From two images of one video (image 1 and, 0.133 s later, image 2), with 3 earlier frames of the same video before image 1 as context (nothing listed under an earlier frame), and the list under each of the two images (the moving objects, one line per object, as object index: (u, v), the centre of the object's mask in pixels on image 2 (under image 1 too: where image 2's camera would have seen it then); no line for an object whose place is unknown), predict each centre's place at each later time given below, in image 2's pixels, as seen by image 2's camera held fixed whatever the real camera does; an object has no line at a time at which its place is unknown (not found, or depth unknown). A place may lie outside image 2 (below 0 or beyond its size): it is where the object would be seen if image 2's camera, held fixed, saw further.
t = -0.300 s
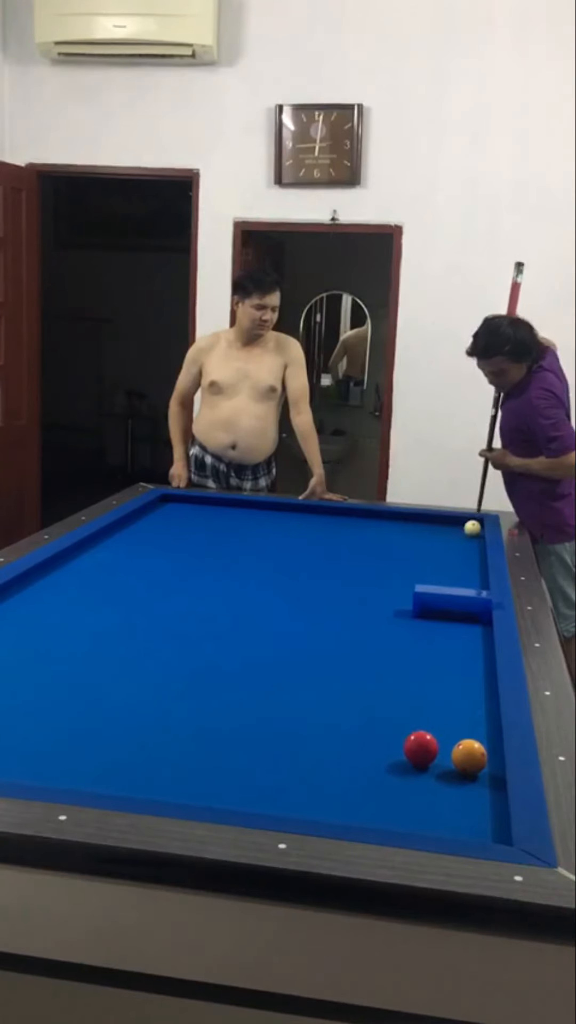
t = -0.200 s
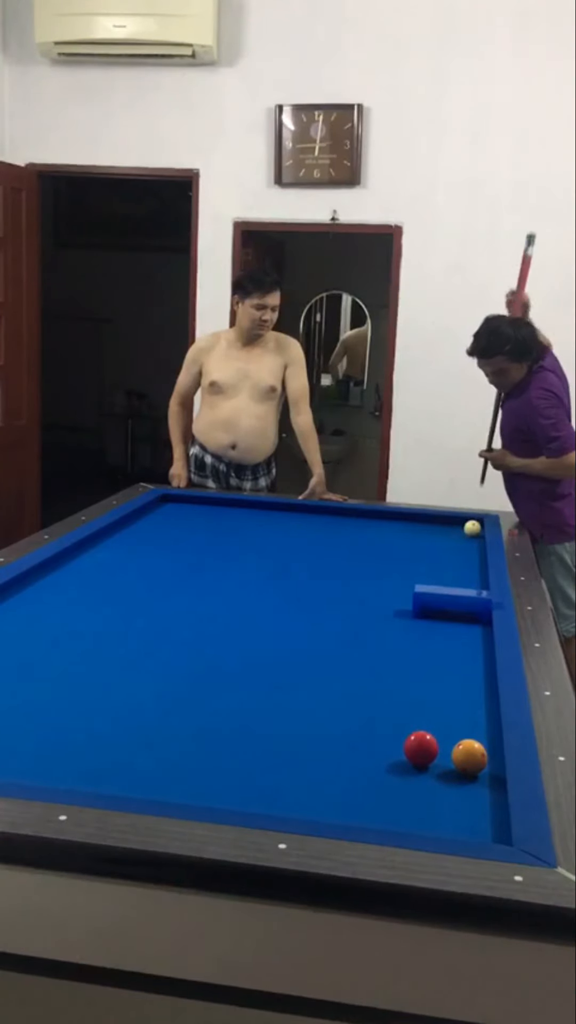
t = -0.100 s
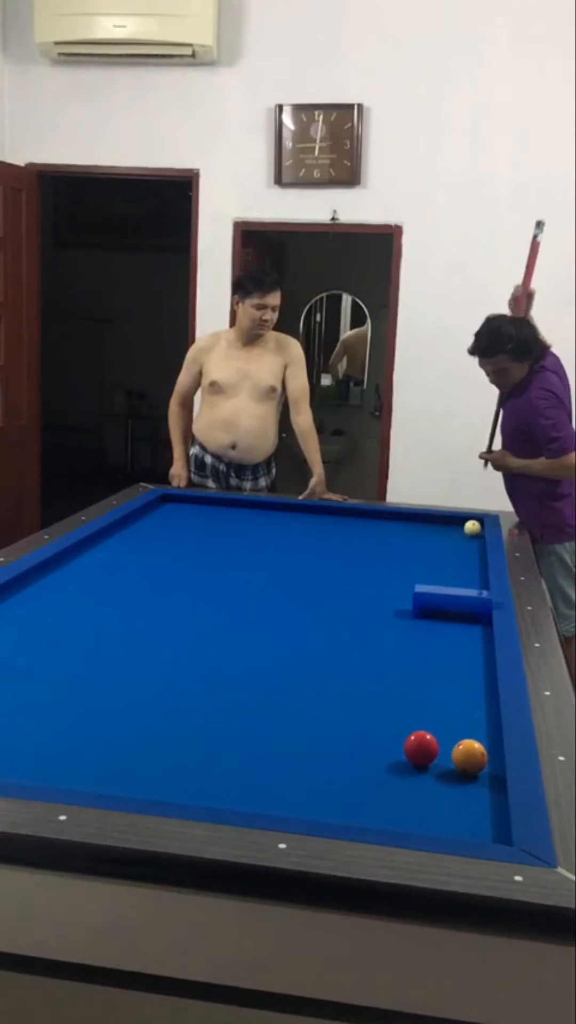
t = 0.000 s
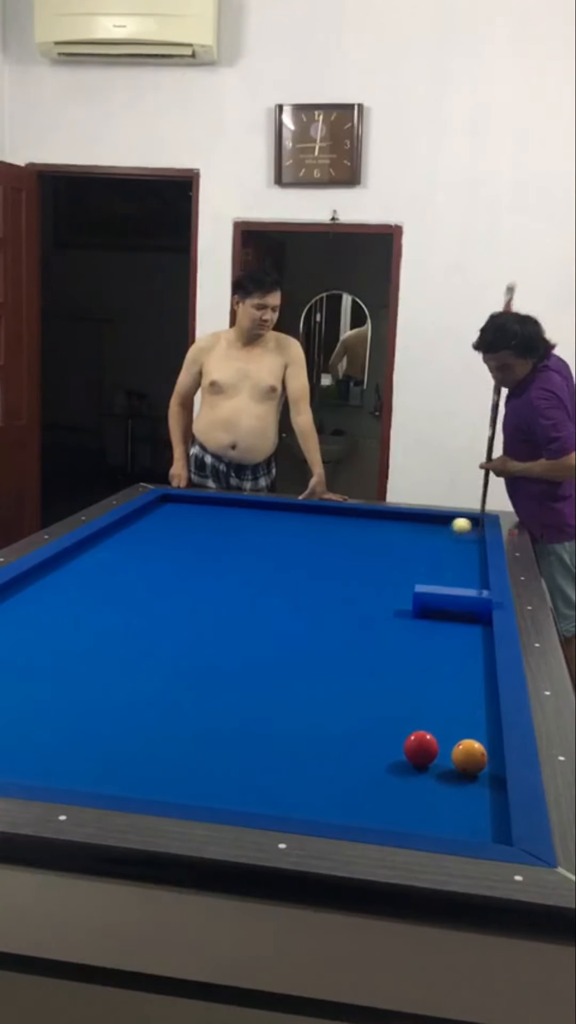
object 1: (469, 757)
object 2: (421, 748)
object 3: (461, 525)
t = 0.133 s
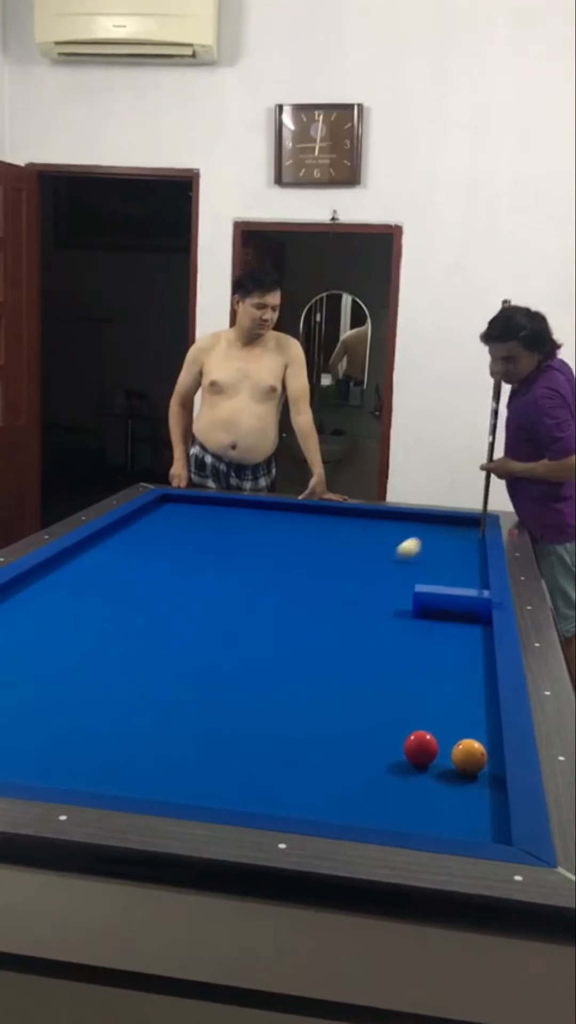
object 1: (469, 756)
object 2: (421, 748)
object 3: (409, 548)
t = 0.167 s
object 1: (469, 756)
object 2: (421, 748)
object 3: (394, 555)
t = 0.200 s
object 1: (469, 757)
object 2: (421, 748)
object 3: (380, 558)
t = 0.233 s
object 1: (469, 757)
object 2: (421, 748)
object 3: (365, 565)
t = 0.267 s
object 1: (469, 757)
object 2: (421, 748)
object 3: (348, 576)
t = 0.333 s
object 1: (469, 757)
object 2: (421, 748)
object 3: (313, 590)
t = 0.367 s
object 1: (469, 757)
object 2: (421, 748)
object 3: (295, 600)
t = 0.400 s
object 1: (469, 756)
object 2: (421, 748)
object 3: (275, 609)
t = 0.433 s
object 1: (469, 757)
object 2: (421, 748)
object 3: (255, 620)
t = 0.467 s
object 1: (469, 757)
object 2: (421, 748)
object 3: (234, 630)
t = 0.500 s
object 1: (469, 757)
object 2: (421, 748)
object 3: (212, 641)
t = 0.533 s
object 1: (469, 757)
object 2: (421, 748)
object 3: (189, 653)
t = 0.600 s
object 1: (469, 757)
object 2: (421, 748)
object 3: (142, 679)
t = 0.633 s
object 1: (469, 757)
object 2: (421, 748)
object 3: (116, 695)
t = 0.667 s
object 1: (469, 757)
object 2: (421, 748)
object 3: (88, 711)
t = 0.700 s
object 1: (469, 757)
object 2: (421, 748)
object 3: (59, 729)
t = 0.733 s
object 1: (469, 756)
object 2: (421, 748)
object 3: (29, 748)
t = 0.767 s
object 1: (469, 756)
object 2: (421, 748)
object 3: (10, 764)
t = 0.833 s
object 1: (469, 756)
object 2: (421, 748)
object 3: (21, 747)
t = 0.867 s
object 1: (469, 756)
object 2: (421, 748)
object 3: (38, 732)
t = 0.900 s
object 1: (469, 756)
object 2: (421, 748)
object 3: (56, 716)
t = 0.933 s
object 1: (469, 756)
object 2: (421, 748)
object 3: (74, 703)
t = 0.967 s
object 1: (469, 756)
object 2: (421, 748)
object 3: (91, 690)
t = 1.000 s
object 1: (469, 756)
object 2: (421, 748)
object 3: (108, 679)
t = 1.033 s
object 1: (469, 756)
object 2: (421, 748)
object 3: (123, 668)
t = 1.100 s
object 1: (469, 756)
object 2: (421, 748)
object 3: (154, 649)
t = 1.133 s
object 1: (469, 756)
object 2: (421, 748)
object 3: (169, 641)
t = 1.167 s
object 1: (469, 756)
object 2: (421, 748)
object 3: (184, 633)
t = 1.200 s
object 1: (469, 756)
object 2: (421, 748)
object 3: (199, 626)
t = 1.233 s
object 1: (469, 756)
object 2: (421, 748)
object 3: (213, 620)
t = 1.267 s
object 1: (469, 757)
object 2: (421, 748)
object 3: (227, 613)
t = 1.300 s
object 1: (469, 757)
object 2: (421, 748)
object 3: (242, 607)
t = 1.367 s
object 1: (469, 757)
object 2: (421, 748)
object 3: (269, 597)
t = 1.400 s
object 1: (469, 757)
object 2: (421, 748)
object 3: (284, 592)
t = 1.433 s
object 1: (469, 757)
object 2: (421, 748)
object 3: (297, 587)
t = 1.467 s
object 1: (469, 757)
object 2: (421, 748)
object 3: (312, 583)
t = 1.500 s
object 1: (469, 757)
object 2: (421, 748)
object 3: (325, 579)
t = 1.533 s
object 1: (469, 757)
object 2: (421, 748)
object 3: (339, 575)
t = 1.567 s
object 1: (469, 757)
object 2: (421, 748)
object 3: (353, 572)
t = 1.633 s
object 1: (469, 756)
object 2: (421, 748)
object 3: (381, 565)
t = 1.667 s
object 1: (469, 756)
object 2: (421, 748)
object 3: (395, 562)
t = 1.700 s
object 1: (469, 756)
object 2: (421, 748)
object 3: (409, 560)
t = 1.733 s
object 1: (469, 756)
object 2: (421, 748)
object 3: (424, 557)
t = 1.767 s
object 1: (469, 756)
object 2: (421, 748)
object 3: (439, 554)
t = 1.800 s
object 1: (469, 757)
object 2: (421, 748)
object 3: (453, 552)
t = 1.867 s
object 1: (469, 756)
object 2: (421, 748)
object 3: (475, 547)
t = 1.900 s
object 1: (469, 757)
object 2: (421, 748)
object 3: (463, 543)
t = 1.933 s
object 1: (469, 757)
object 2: (421, 748)
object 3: (451, 540)
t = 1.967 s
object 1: (469, 757)
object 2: (421, 748)
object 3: (440, 536)
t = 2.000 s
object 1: (469, 757)
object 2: (421, 748)
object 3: (430, 533)
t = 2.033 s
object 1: (469, 757)
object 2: (421, 748)
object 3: (421, 530)
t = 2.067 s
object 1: (469, 757)
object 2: (421, 748)
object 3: (412, 527)
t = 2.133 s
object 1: (469, 756)
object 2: (421, 748)
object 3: (397, 521)
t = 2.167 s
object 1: (469, 756)
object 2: (421, 748)
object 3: (390, 518)
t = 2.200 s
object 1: (469, 757)
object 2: (421, 748)
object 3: (384, 515)
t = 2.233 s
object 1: (469, 757)
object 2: (421, 748)
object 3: (378, 513)
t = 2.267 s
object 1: (469, 757)
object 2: (421, 748)
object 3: (369, 513)
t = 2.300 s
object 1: (469, 757)
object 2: (421, 748)
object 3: (359, 514)
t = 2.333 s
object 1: (469, 757)
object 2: (421, 748)
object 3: (349, 515)
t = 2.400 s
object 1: (469, 757)
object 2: (421, 748)
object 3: (330, 517)
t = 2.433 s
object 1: (469, 757)
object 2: (421, 748)
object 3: (321, 518)
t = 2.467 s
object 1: (469, 757)
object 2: (421, 748)
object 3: (311, 518)
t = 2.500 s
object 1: (469, 757)
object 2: (421, 748)
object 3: (301, 519)
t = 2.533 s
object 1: (469, 757)
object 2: (421, 748)
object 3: (292, 520)
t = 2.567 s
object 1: (469, 757)
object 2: (421, 748)
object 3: (282, 520)
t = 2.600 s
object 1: (469, 757)
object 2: (421, 748)
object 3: (272, 521)
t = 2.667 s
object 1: (469, 757)
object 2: (421, 748)
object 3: (253, 522)
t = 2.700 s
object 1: (469, 757)
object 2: (421, 748)
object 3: (243, 522)
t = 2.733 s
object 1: (469, 757)
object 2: (421, 748)
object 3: (232, 523)
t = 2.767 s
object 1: (469, 757)
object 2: (421, 748)
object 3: (222, 524)
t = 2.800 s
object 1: (469, 757)
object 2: (421, 748)
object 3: (212, 524)
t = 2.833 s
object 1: (469, 757)
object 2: (421, 748)
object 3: (202, 525)
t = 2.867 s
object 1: (469, 757)
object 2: (421, 748)
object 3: (191, 525)
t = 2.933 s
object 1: (469, 757)
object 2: (421, 748)
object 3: (170, 527)
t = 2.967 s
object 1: (469, 757)
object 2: (421, 748)
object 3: (159, 527)
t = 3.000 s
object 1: (469, 757)
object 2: (421, 748)
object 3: (148, 528)
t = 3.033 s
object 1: (469, 757)
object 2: (421, 748)
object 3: (138, 528)
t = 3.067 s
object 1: (469, 757)
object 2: (421, 748)
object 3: (127, 529)
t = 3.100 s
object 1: (469, 757)
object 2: (421, 748)
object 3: (116, 530)
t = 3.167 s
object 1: (469, 757)
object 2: (421, 748)
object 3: (115, 533)
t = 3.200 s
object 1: (469, 757)
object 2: (421, 748)
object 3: (119, 535)
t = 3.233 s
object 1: (469, 757)
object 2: (421, 748)
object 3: (123, 537)
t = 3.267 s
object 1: (469, 757)
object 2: (421, 748)
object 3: (126, 540)
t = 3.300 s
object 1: (469, 757)
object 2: (421, 748)
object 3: (129, 542)
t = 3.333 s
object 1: (469, 757)
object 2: (421, 748)
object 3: (132, 543)
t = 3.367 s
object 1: (469, 757)
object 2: (421, 748)
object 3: (134, 545)
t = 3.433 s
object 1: (469, 756)
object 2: (421, 748)
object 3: (139, 550)
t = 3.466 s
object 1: (469, 756)
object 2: (421, 748)
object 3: (142, 552)
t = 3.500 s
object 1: (469, 756)
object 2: (421, 748)
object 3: (144, 554)
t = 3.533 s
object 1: (469, 756)
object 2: (421, 748)
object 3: (147, 556)
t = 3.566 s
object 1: (469, 756)
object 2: (421, 748)
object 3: (150, 558)
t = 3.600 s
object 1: (469, 756)
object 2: (421, 748)
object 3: (153, 561)
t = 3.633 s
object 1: (469, 756)
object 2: (421, 748)
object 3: (156, 563)
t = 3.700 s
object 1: (469, 756)
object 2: (421, 748)
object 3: (161, 568)
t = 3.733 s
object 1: (469, 756)
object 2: (421, 748)
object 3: (164, 570)
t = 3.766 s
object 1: (469, 756)
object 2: (421, 748)
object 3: (167, 572)
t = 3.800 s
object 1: (469, 756)
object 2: (421, 748)
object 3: (170, 575)
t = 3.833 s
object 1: (469, 756)
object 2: (421, 748)
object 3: (174, 577)
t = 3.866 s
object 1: (469, 756)
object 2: (421, 748)
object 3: (177, 580)
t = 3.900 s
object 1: (469, 756)
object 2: (421, 748)
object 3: (180, 582)
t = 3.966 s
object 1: (469, 756)
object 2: (421, 748)
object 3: (186, 587)
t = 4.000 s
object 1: (469, 756)
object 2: (421, 748)
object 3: (190, 591)
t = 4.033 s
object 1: (469, 756)
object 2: (421, 748)
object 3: (193, 593)
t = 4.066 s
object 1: (469, 756)
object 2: (421, 748)
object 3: (197, 596)
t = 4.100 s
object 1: (469, 756)
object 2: (421, 748)
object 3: (200, 599)
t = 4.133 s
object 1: (469, 756)
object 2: (421, 748)
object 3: (204, 602)
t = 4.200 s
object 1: (469, 756)
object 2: (421, 748)
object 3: (211, 608)
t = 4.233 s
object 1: (469, 756)
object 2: (421, 748)
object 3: (215, 611)
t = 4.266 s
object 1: (469, 756)
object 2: (421, 748)
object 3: (219, 614)
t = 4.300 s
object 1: (469, 756)
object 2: (421, 748)
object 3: (223, 617)
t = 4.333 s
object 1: (469, 756)
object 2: (421, 748)
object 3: (227, 620)
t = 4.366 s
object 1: (469, 756)
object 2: (421, 748)
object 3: (230, 623)
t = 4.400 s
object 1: (469, 756)
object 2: (421, 748)
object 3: (235, 626)
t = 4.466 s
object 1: (469, 756)
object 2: (421, 748)
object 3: (243, 633)
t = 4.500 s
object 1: (469, 756)
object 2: (421, 748)
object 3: (248, 637)
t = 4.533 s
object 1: (469, 756)
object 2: (421, 748)
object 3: (252, 641)
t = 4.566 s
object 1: (469, 756)
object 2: (421, 748)
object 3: (257, 644)
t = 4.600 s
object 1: (469, 756)
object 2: (421, 748)
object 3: (261, 648)
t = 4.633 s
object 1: (469, 756)
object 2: (421, 748)
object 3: (266, 651)
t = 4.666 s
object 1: (469, 756)
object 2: (421, 748)
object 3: (271, 655)
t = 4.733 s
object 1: (469, 756)
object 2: (421, 748)
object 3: (281, 663)
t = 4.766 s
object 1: (469, 756)
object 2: (421, 748)
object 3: (286, 667)
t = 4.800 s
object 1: (469, 756)
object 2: (421, 748)
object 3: (291, 671)
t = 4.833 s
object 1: (469, 756)
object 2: (421, 748)
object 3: (297, 676)
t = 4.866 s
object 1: (469, 756)
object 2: (421, 748)
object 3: (302, 680)
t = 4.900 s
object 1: (469, 756)
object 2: (421, 748)
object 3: (307, 684)
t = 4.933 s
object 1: (469, 756)
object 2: (421, 748)
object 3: (313, 689)
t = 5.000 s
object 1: (469, 756)
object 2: (421, 748)
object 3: (325, 698)
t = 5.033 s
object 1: (469, 756)
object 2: (421, 748)
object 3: (331, 703)
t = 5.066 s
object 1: (469, 756)
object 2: (421, 748)
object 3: (337, 707)
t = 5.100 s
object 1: (469, 757)
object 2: (421, 748)
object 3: (343, 713)
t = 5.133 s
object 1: (469, 757)
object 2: (421, 748)
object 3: (349, 718)
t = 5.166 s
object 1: (469, 757)
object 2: (421, 748)
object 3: (357, 723)
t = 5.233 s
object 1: (469, 757)
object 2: (421, 748)
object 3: (370, 734)
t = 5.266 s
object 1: (469, 757)
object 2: (421, 748)
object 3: (377, 739)
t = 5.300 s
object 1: (469, 757)
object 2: (421, 748)
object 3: (384, 745)
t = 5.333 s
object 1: (469, 757)
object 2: (426, 749)
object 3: (386, 750)
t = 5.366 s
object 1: (469, 757)
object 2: (431, 749)
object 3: (388, 756)
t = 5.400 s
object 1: (470, 757)
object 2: (435, 749)
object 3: (391, 761)
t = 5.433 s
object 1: (474, 757)
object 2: (436, 749)
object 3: (393, 767)
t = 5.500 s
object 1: (480, 758)
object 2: (439, 749)
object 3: (398, 779)
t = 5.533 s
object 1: (483, 759)
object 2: (440, 748)
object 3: (401, 785)
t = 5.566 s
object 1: (485, 759)
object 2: (441, 748)
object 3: (404, 792)
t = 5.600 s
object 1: (485, 760)
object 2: (443, 748)
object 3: (407, 799)
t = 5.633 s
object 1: (484, 760)
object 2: (444, 748)
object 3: (410, 805)
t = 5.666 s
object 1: (482, 760)
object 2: (445, 748)
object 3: (413, 811)
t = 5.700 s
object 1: (481, 759)
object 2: (446, 747)
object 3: (416, 816)
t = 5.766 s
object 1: (478, 760)
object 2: (448, 746)
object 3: (424, 822)
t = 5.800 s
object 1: (476, 760)
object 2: (448, 745)
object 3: (431, 820)
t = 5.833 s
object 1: (475, 759)
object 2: (449, 745)
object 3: (438, 818)
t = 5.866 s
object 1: (474, 760)
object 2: (449, 745)
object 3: (445, 816)
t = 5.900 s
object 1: (473, 760)
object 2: (450, 744)
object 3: (451, 815)
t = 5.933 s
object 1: (472, 760)
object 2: (450, 744)
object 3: (458, 812)
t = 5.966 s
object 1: (471, 760)
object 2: (450, 743)
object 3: (464, 809)
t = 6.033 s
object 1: (470, 760)
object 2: (451, 741)
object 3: (476, 804)
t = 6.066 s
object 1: (469, 760)
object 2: (452, 741)
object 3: (482, 801)
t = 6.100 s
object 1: (468, 760)
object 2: (452, 740)
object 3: (487, 798)
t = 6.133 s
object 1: (467, 760)
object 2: (453, 740)
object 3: (485, 795)
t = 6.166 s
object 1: (466, 759)
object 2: (453, 739)
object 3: (481, 792)
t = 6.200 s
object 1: (465, 758)
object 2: (454, 739)
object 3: (478, 789)
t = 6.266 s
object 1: (463, 756)
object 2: (456, 737)
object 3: (471, 783)
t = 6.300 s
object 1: (462, 754)
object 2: (457, 737)
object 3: (468, 780)
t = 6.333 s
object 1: (463, 753)
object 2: (457, 737)
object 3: (465, 777)
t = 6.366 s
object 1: (464, 752)
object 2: (458, 735)
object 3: (461, 776)
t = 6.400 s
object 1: (464, 751)
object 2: (458, 735)
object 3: (458, 775)
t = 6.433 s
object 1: (465, 751)
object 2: (458, 734)
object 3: (455, 774)
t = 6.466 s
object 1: (465, 750)
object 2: (459, 733)
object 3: (451, 774)
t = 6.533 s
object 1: (465, 750)
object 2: (459, 732)
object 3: (445, 773)
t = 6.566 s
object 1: (464, 750)
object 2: (459, 731)
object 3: (442, 772)
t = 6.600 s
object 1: (464, 750)
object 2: (460, 730)
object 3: (439, 772)
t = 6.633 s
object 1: (464, 752)
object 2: (460, 730)
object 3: (436, 770)
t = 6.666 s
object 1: (463, 752)
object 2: (460, 729)
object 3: (433, 770)
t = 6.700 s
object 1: (463, 752)
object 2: (460, 728)
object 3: (430, 769)
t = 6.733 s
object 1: (464, 752)
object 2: (461, 727)
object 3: (428, 768)
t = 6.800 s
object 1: (464, 750)
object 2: (461, 726)
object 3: (422, 767)
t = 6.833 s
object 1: (464, 750)
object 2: (461, 726)
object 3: (419, 766)
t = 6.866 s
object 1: (465, 749)
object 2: (461, 725)
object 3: (416, 766)
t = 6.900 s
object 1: (465, 749)
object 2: (461, 725)
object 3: (414, 765)
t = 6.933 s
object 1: (465, 748)
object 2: (461, 724)
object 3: (411, 764)
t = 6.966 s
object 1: (465, 748)
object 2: (462, 724)
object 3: (408, 763)
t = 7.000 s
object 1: (465, 748)
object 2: (462, 723)
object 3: (405, 763)
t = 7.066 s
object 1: (466, 748)
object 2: (462, 722)
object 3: (400, 762)
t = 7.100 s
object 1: (466, 747)
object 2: (462, 722)
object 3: (398, 761)
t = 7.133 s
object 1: (466, 747)
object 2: (463, 721)
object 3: (395, 761)
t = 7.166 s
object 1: (466, 747)
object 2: (463, 721)
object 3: (392, 760)
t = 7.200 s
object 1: (467, 747)
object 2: (463, 720)
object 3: (390, 759)
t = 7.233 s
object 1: (467, 747)
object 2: (463, 720)
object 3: (388, 759)
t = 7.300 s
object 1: (467, 747)
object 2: (463, 719)
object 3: (383, 757)
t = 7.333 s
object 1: (467, 746)
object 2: (463, 719)
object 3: (381, 758)
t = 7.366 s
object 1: (467, 747)
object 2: (463, 719)
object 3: (378, 757)
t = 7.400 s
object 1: (467, 747)
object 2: (463, 718)
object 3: (376, 757)
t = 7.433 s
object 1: (467, 747)
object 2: (463, 718)
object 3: (373, 756)
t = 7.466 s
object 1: (467, 747)
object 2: (463, 718)
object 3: (371, 756)
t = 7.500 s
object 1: (466, 746)
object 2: (463, 717)
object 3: (369, 756)
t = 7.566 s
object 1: (466, 746)
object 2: (464, 717)
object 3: (365, 755)
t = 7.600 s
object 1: (466, 746)
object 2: (464, 716)
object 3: (362, 755)
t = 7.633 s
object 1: (466, 746)
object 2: (464, 716)
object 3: (360, 754)
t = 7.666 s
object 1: (466, 746)
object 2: (464, 716)
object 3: (358, 754)
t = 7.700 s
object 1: (466, 746)
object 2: (464, 715)
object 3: (356, 753)
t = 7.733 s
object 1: (466, 746)
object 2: (465, 715)
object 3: (354, 753)
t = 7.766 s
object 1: (466, 746)
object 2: (465, 715)
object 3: (352, 752)
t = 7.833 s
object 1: (466, 746)
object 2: (465, 714)
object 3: (348, 751)
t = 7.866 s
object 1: (466, 746)
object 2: (465, 714)
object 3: (346, 751)
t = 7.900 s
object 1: (466, 746)
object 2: (465, 714)
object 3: (344, 751)
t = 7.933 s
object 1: (466, 746)
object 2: (465, 714)
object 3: (342, 750)
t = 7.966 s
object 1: (466, 746)
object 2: (465, 713)
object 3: (340, 750)
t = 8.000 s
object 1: (466, 746)
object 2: (465, 713)
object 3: (338, 750)
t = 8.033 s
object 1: (466, 746)
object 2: (465, 713)
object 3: (337, 750)
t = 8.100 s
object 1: (466, 746)
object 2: (465, 712)
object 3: (333, 749)
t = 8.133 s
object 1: (466, 746)
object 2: (465, 712)
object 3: (331, 749)
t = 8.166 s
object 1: (466, 746)
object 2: (465, 712)
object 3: (329, 749)
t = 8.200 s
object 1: (466, 746)
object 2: (465, 712)
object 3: (328, 748)
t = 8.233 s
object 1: (466, 746)
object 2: (464, 712)
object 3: (326, 748)
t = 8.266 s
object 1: (466, 746)
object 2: (464, 712)
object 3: (324, 748)
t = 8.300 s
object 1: (466, 746)
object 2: (464, 711)
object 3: (322, 748)
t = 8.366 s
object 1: (466, 746)
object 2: (464, 711)
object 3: (319, 747)
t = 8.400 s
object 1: (466, 746)
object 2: (464, 711)
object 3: (317, 747)
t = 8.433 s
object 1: (466, 746)
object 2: (464, 711)
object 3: (316, 747)
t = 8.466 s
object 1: (466, 746)
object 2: (464, 711)
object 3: (314, 747)
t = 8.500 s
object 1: (466, 746)
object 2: (464, 711)
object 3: (312, 746)
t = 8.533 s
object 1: (466, 746)
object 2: (464, 711)
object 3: (311, 746)
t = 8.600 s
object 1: (466, 746)
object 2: (464, 710)
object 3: (308, 746)
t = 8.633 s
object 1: (466, 746)
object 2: (464, 710)
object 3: (306, 746)
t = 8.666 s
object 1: (466, 746)
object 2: (464, 710)
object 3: (305, 746)
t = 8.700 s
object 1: (466, 746)
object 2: (464, 710)
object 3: (304, 745)
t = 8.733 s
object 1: (466, 746)
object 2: (464, 710)
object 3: (302, 745)
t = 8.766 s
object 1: (466, 746)
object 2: (464, 709)
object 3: (300, 745)
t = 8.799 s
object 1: (466, 746)
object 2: (464, 709)
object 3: (299, 745)
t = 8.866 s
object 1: (466, 746)
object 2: (464, 709)
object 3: (297, 744)
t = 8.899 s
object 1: (466, 746)
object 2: (464, 709)
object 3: (295, 744)
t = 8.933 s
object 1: (466, 746)
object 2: (464, 709)
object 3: (294, 744)
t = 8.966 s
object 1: (466, 746)
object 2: (464, 709)
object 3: (293, 744)
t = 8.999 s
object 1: (466, 746)
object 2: (464, 709)
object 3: (292, 744)
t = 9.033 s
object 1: (466, 746)
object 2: (464, 709)
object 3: (290, 744)
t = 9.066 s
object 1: (466, 746)
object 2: (464, 709)
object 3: (289, 744)
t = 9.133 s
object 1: (466, 746)
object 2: (464, 709)
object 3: (287, 744)
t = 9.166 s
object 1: (466, 746)
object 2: (464, 709)
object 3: (286, 743)
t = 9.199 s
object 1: (466, 746)
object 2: (464, 709)
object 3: (285, 743)
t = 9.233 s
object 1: (466, 746)
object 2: (464, 709)
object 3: (284, 743)
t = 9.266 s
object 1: (466, 746)
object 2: (464, 709)
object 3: (283, 743)
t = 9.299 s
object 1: (466, 746)
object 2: (464, 709)
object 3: (282, 743)
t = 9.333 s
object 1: (466, 746)
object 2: (464, 709)
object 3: (281, 743)
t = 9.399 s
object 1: (466, 746)
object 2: (464, 709)
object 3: (280, 743)
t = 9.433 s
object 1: (466, 746)
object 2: (464, 709)
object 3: (279, 743)
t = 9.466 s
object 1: (466, 746)
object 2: (464, 709)
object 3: (278, 743)
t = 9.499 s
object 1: (466, 746)
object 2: (464, 709)
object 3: (277, 743)
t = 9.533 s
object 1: (466, 746)
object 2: (464, 709)
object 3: (276, 743)
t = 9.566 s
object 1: (466, 746)
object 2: (464, 709)
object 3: (275, 743)
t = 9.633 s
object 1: (466, 746)
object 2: (464, 709)
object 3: (274, 743)
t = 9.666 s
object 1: (466, 746)
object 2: (464, 709)
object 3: (273, 743)
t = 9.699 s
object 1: (466, 746)
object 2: (464, 709)
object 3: (272, 743)
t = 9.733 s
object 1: (466, 746)
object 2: (464, 709)
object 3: (271, 742)
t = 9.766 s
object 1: (466, 746)
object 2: (464, 709)
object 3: (271, 742)
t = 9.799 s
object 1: (466, 746)
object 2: (464, 709)
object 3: (270, 742)
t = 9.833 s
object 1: (466, 746)
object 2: (464, 709)
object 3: (270, 742)
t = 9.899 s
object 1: (466, 746)
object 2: (464, 709)
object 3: (269, 742)
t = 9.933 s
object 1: (466, 746)
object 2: (464, 709)
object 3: (268, 742)
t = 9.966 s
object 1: (466, 746)
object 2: (464, 709)
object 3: (268, 742)
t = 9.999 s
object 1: (466, 746)
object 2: (464, 709)
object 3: (267, 742)
